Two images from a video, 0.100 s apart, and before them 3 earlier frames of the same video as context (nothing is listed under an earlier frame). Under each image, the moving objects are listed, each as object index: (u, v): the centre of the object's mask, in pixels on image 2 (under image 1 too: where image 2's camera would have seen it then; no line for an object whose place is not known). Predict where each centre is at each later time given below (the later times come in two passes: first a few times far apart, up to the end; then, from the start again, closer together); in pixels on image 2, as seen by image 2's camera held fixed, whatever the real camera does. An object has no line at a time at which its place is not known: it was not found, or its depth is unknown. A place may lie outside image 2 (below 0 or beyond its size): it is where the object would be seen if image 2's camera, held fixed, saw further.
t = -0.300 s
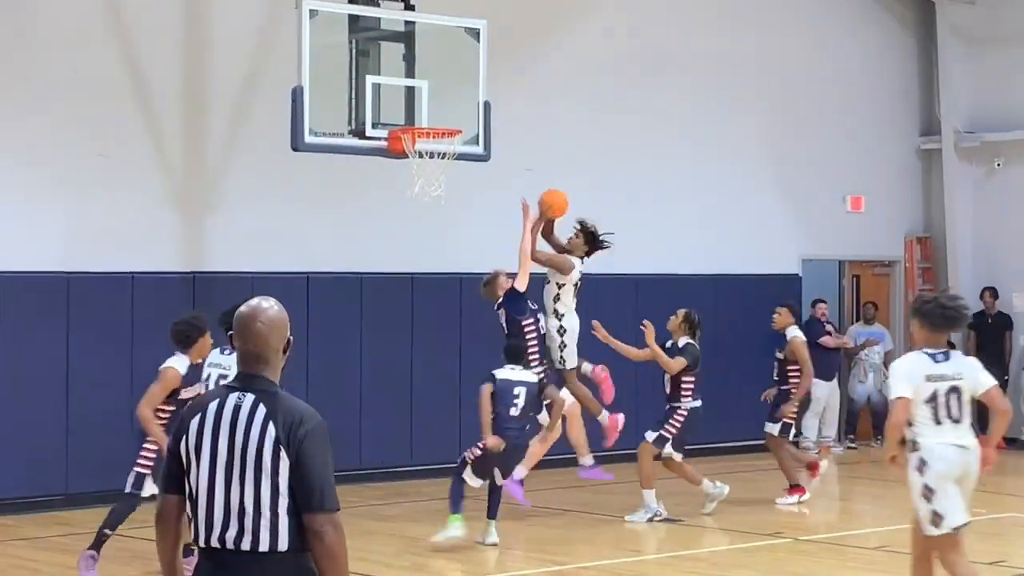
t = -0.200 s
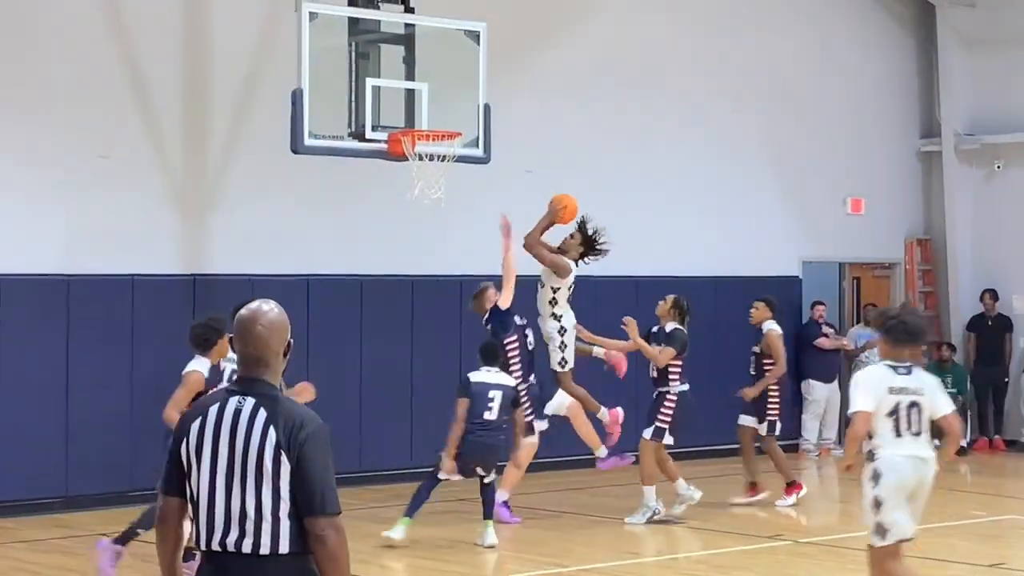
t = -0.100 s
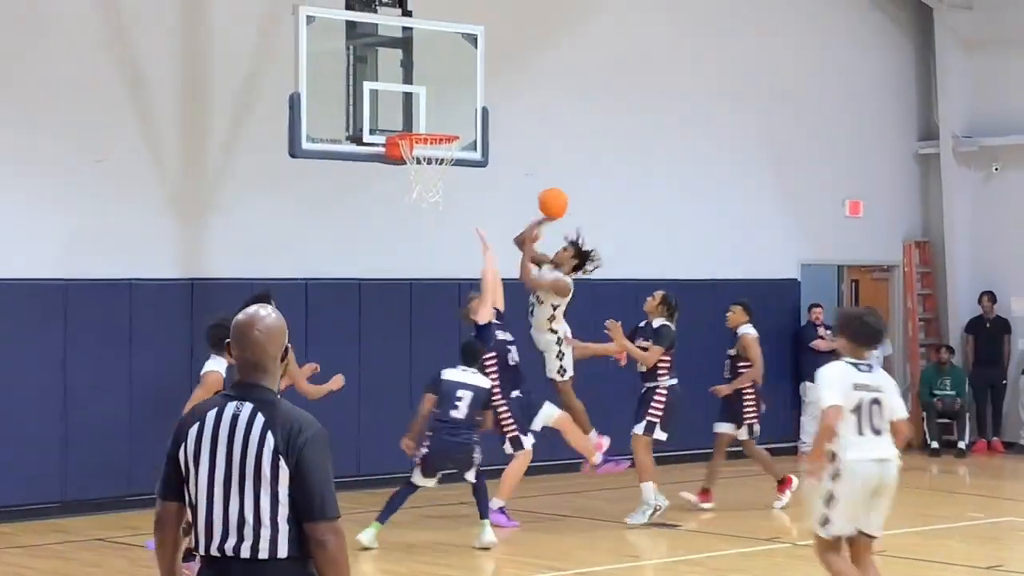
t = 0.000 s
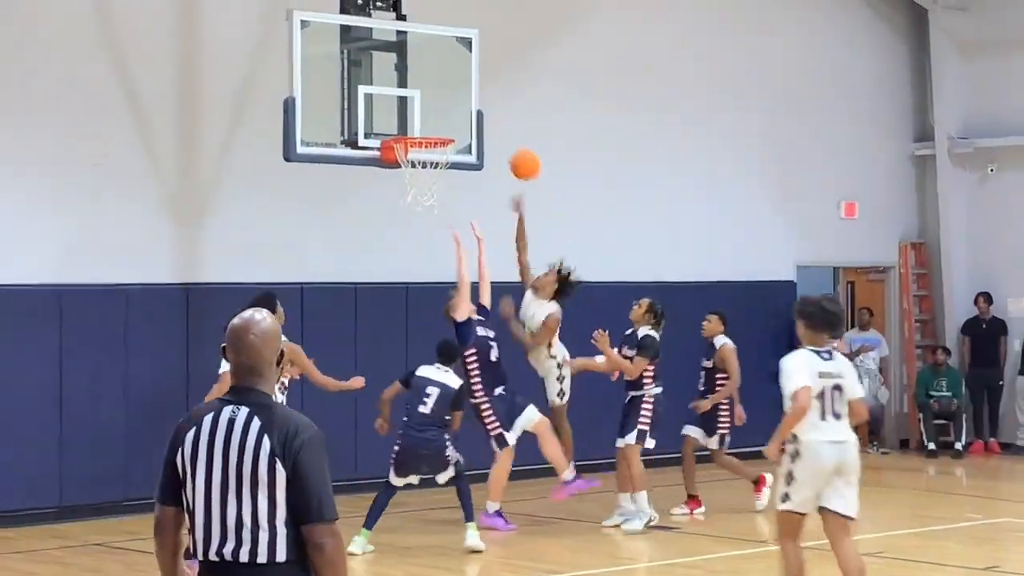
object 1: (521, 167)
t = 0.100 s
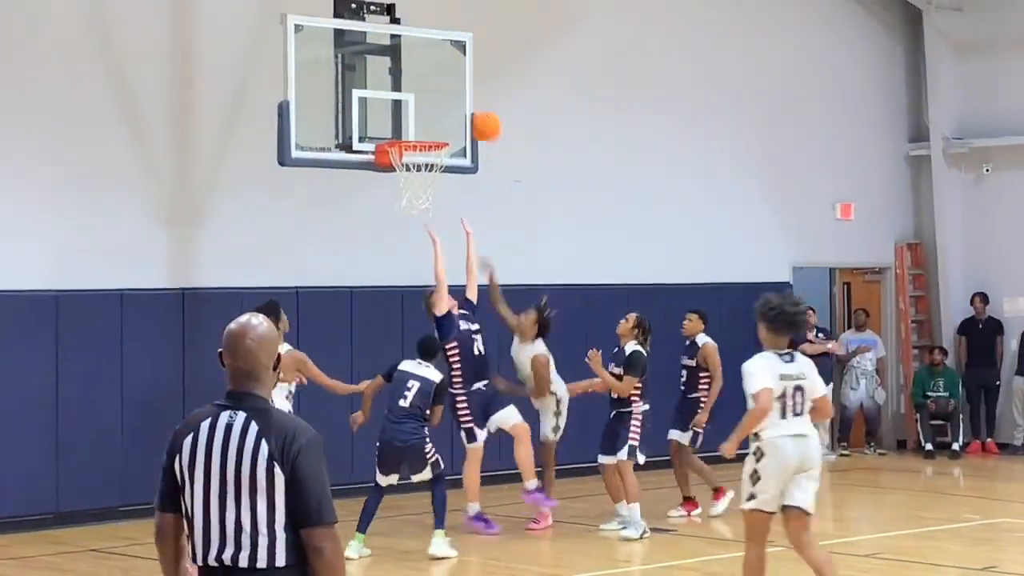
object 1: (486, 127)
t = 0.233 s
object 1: (439, 91)
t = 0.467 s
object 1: (405, 99)
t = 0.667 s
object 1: (420, 117)
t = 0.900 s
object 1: (484, 128)
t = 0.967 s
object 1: (501, 145)
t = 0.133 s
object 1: (474, 116)
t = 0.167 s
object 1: (462, 106)
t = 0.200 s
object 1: (451, 98)
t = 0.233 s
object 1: (439, 91)
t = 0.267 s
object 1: (427, 85)
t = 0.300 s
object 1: (421, 83)
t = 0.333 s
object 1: (417, 84)
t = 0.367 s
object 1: (415, 85)
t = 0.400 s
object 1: (412, 89)
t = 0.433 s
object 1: (408, 94)
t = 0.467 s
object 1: (405, 99)
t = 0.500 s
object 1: (402, 106)
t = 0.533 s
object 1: (399, 116)
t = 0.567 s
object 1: (396, 125)
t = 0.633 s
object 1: (410, 121)
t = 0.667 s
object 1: (420, 117)
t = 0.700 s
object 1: (429, 115)
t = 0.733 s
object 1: (437, 113)
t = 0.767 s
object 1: (447, 114)
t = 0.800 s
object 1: (456, 115)
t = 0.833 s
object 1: (465, 118)
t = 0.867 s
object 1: (474, 123)
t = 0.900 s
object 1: (484, 128)
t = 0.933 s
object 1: (492, 136)
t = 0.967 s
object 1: (501, 145)
